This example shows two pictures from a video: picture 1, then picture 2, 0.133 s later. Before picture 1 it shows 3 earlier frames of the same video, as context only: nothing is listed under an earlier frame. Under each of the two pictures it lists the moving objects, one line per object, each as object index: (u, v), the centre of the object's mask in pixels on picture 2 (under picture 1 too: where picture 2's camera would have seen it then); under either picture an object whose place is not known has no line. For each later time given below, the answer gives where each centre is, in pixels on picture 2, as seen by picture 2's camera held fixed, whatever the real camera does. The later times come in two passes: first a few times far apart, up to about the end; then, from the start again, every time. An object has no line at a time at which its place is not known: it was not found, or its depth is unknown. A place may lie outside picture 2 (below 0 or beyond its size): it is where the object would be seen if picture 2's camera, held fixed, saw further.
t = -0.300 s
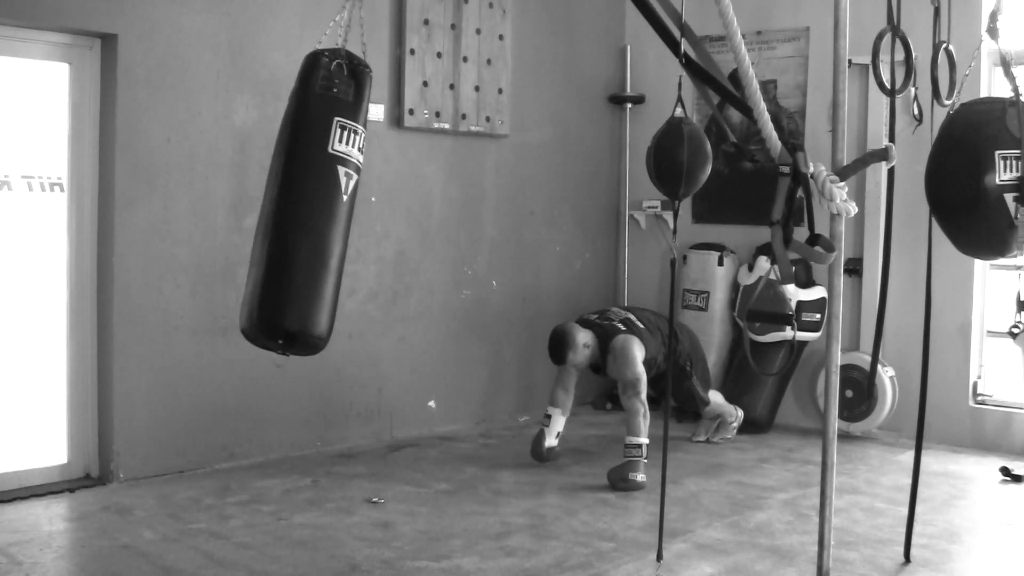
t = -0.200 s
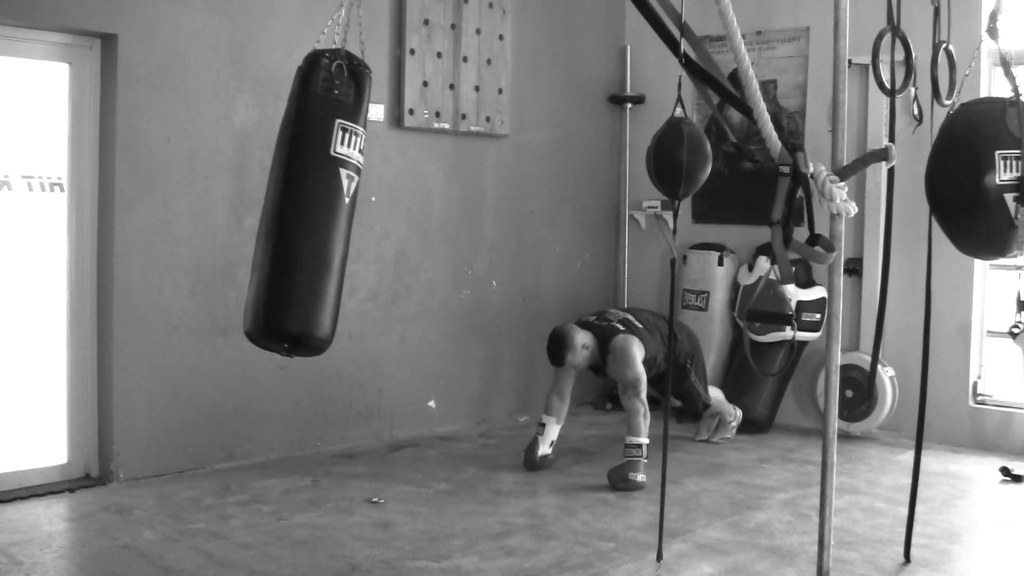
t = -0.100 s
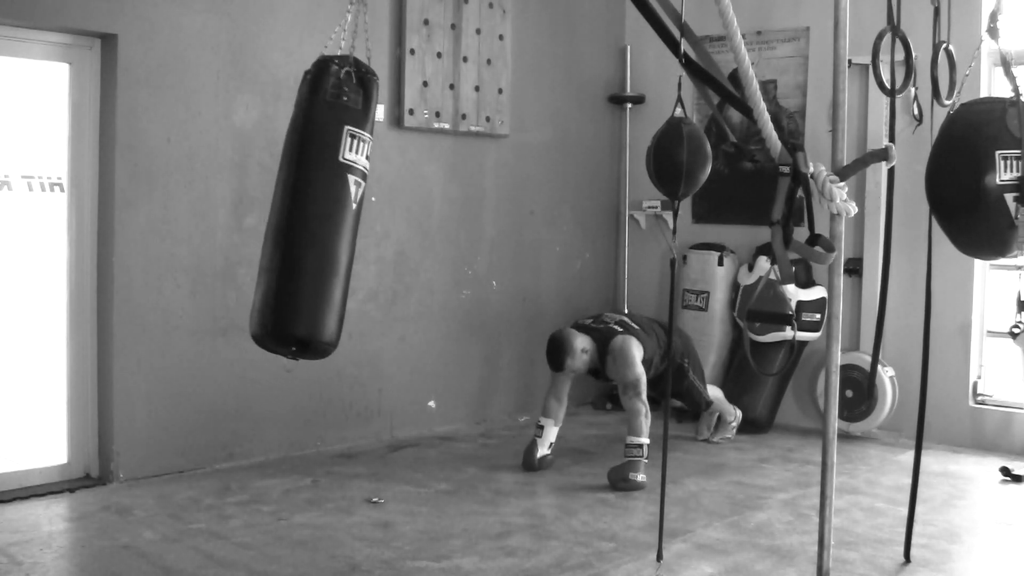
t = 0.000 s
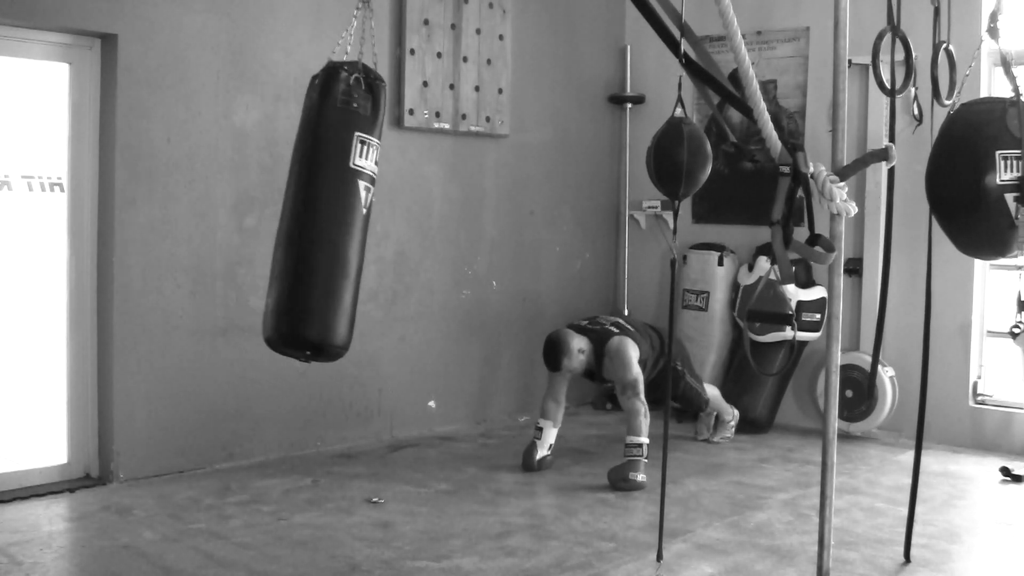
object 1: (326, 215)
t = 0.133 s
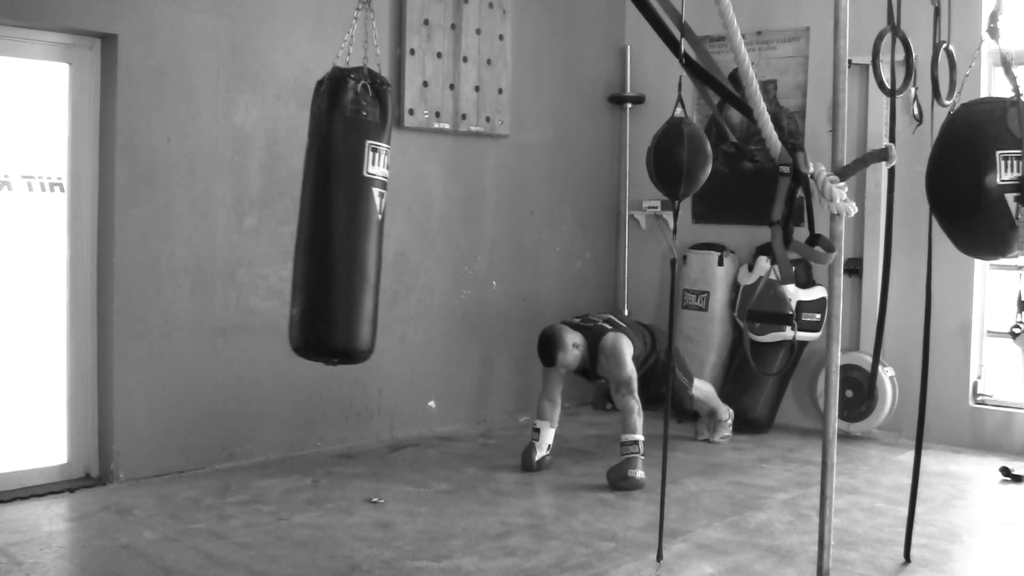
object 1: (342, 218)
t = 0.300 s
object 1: (367, 220)
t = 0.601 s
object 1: (408, 211)
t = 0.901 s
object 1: (431, 202)
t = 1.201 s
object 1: (430, 206)
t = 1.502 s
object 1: (403, 218)
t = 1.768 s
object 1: (363, 219)
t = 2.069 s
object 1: (323, 210)
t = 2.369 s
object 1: (309, 207)
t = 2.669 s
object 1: (331, 215)
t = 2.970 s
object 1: (374, 220)
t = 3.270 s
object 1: (415, 211)
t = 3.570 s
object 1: (434, 204)
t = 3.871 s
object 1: (428, 210)
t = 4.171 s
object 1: (397, 221)
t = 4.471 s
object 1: (350, 220)
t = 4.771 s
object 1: (314, 210)
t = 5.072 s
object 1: (310, 210)
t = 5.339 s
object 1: (336, 219)
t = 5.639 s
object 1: (382, 221)
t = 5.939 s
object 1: (420, 211)
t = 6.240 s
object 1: (436, 205)
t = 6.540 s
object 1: (426, 212)
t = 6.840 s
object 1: (390, 222)
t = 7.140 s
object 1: (342, 218)
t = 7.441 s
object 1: (309, 209)
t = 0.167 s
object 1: (346, 219)
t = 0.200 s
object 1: (351, 219)
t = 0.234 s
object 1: (356, 220)
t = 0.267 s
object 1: (362, 220)
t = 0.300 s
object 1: (367, 220)
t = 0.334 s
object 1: (372, 220)
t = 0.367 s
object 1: (377, 219)
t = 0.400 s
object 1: (382, 218)
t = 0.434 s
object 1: (387, 217)
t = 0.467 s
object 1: (391, 217)
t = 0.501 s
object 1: (396, 215)
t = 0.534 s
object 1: (400, 214)
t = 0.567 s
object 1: (404, 213)
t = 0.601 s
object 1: (408, 211)
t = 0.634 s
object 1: (411, 209)
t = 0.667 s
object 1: (415, 208)
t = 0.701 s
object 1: (418, 207)
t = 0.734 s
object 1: (421, 206)
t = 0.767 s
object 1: (424, 205)
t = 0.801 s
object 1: (426, 204)
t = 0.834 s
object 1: (428, 203)
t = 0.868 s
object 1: (430, 203)
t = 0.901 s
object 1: (431, 202)
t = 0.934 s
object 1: (432, 202)
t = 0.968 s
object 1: (433, 202)
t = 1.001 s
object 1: (433, 202)
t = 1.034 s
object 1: (434, 202)
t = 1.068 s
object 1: (434, 203)
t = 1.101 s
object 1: (433, 204)
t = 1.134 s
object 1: (433, 204)
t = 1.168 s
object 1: (431, 205)
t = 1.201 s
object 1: (430, 206)
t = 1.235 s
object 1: (428, 208)
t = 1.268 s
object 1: (426, 209)
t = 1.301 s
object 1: (424, 210)
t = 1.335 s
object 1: (421, 212)
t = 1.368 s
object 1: (418, 213)
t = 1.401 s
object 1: (414, 214)
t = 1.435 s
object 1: (411, 215)
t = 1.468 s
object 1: (407, 216)
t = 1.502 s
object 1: (403, 218)
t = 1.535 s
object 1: (398, 219)
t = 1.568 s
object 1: (394, 220)
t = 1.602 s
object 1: (389, 220)
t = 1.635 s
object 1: (384, 220)
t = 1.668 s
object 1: (379, 221)
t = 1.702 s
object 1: (374, 221)
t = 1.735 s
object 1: (369, 220)
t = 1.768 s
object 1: (363, 219)
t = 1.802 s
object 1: (358, 218)
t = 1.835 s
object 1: (353, 218)
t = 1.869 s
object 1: (348, 218)
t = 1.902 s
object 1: (343, 216)
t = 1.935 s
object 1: (338, 215)
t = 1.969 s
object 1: (334, 214)
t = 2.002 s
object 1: (330, 213)
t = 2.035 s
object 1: (326, 211)
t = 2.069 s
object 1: (323, 210)
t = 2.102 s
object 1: (319, 209)
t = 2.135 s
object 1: (316, 208)
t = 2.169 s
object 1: (314, 207)
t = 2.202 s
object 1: (312, 206)
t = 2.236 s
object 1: (310, 206)
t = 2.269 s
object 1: (309, 205)
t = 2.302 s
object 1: (309, 206)
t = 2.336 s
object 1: (309, 206)
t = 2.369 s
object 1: (309, 207)
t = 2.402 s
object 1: (309, 208)
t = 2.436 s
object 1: (311, 208)
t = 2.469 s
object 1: (312, 209)
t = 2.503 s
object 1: (315, 210)
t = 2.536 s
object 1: (317, 211)
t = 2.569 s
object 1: (320, 212)
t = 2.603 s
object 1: (323, 213)
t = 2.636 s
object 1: (327, 214)
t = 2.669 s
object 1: (331, 215)
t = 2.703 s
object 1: (335, 217)
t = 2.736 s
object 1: (339, 218)
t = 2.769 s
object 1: (344, 219)
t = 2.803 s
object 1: (349, 220)
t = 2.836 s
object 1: (354, 220)
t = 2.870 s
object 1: (359, 221)
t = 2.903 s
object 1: (364, 221)
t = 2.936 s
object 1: (369, 220)
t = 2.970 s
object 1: (374, 220)
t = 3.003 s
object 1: (379, 219)
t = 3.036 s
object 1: (384, 218)
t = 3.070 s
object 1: (389, 218)
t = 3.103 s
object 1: (393, 217)
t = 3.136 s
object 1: (398, 216)
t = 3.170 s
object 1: (403, 215)
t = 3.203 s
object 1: (407, 214)
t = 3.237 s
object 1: (411, 212)
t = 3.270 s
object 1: (415, 211)
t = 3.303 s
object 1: (418, 209)
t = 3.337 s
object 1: (421, 208)
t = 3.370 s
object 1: (424, 207)
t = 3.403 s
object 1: (426, 207)
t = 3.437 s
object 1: (428, 206)
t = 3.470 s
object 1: (430, 204)
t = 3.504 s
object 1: (433, 212)
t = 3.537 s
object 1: (433, 203)
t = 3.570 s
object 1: (434, 204)
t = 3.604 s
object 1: (435, 203)
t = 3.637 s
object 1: (435, 204)
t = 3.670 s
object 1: (437, 210)
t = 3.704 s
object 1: (435, 205)
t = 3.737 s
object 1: (434, 206)
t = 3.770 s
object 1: (433, 207)
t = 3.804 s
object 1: (432, 207)
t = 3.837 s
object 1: (430, 208)
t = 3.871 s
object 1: (428, 210)
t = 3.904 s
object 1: (426, 211)
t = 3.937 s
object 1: (424, 220)
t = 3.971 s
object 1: (420, 214)
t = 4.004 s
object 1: (417, 216)
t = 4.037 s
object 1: (414, 217)
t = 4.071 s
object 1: (410, 219)
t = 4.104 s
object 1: (406, 220)
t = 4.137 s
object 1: (401, 225)
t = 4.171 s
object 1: (397, 221)
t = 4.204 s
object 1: (392, 222)
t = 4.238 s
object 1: (387, 222)
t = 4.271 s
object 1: (382, 223)
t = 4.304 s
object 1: (376, 223)
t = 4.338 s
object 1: (371, 223)
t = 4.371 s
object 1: (366, 222)
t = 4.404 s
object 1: (361, 222)
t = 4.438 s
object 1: (356, 221)
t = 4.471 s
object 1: (350, 220)
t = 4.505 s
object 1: (345, 219)
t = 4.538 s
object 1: (340, 218)
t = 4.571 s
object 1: (336, 217)
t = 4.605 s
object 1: (331, 216)
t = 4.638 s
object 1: (327, 214)
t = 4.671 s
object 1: (323, 213)
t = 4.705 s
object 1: (320, 212)
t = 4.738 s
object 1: (316, 212)
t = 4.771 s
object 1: (314, 210)
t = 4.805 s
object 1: (312, 210)
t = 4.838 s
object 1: (310, 209)
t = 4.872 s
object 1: (308, 209)
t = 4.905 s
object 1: (307, 209)
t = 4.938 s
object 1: (307, 209)
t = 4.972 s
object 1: (307, 209)
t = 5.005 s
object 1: (307, 209)
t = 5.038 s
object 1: (308, 209)
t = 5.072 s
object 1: (310, 210)
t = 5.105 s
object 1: (311, 212)
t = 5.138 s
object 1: (314, 212)
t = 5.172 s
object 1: (317, 214)
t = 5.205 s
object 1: (320, 215)
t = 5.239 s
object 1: (324, 217)
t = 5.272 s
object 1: (327, 218)
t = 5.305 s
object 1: (332, 218)
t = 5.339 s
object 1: (336, 219)
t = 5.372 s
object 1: (340, 220)
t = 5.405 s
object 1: (345, 220)
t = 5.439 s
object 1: (350, 221)
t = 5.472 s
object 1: (356, 222)
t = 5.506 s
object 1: (360, 222)
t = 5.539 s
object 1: (366, 222)
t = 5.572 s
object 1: (371, 222)
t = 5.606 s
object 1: (376, 222)
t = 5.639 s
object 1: (382, 221)
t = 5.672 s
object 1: (387, 220)
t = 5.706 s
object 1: (392, 219)
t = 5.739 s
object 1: (396, 218)
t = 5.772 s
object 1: (401, 217)
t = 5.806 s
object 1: (405, 216)
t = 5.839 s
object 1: (409, 214)
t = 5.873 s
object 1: (413, 213)
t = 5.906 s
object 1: (416, 212)
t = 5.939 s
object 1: (420, 211)
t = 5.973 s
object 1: (423, 209)
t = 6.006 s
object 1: (426, 208)
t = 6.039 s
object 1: (429, 207)
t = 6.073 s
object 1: (431, 206)
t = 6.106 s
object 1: (432, 206)
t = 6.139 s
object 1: (434, 205)
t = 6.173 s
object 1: (435, 205)
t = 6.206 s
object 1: (436, 204)
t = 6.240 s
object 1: (436, 205)
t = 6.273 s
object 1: (436, 207)
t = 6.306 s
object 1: (436, 206)
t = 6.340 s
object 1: (436, 208)
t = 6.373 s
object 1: (435, 207)
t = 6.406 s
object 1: (434, 209)
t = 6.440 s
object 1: (433, 209)
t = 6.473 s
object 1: (431, 210)
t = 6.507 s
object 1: (429, 211)
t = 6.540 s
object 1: (426, 212)
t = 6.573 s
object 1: (423, 214)
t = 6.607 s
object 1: (420, 215)
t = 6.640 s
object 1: (416, 216)
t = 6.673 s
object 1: (412, 217)
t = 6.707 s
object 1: (408, 219)
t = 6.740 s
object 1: (404, 220)
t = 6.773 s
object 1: (400, 221)
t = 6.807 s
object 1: (395, 221)
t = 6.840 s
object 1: (390, 222)
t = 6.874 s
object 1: (385, 222)
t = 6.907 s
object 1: (380, 223)
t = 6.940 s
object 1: (374, 222)
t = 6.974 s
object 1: (369, 222)
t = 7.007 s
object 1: (363, 222)
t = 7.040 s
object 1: (358, 221)
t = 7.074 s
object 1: (352, 220)
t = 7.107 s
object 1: (347, 219)
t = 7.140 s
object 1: (342, 218)
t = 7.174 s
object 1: (337, 217)
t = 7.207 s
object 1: (333, 216)
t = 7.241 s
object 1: (329, 214)
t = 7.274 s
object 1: (325, 213)
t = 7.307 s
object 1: (321, 212)
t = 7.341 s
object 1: (318, 211)
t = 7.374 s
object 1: (314, 209)
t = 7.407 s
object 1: (312, 209)
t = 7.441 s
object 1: (309, 209)
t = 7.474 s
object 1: (308, 207)
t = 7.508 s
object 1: (306, 208)
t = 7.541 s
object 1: (306, 207)
